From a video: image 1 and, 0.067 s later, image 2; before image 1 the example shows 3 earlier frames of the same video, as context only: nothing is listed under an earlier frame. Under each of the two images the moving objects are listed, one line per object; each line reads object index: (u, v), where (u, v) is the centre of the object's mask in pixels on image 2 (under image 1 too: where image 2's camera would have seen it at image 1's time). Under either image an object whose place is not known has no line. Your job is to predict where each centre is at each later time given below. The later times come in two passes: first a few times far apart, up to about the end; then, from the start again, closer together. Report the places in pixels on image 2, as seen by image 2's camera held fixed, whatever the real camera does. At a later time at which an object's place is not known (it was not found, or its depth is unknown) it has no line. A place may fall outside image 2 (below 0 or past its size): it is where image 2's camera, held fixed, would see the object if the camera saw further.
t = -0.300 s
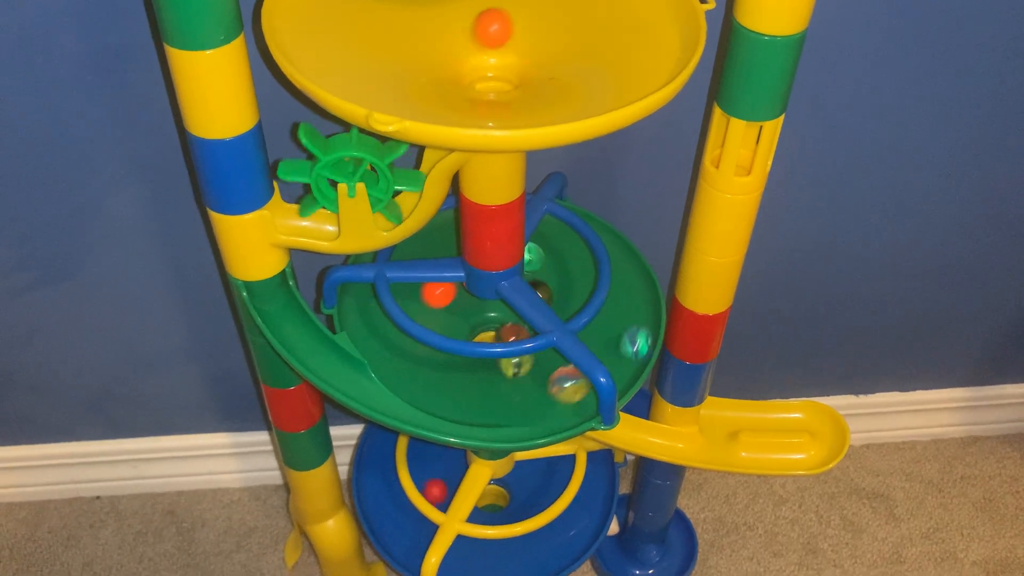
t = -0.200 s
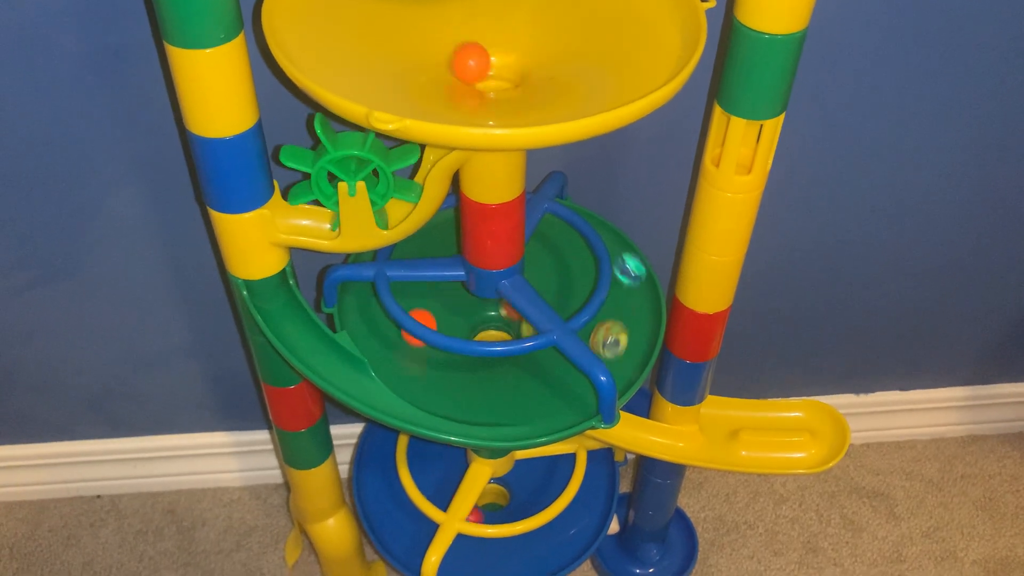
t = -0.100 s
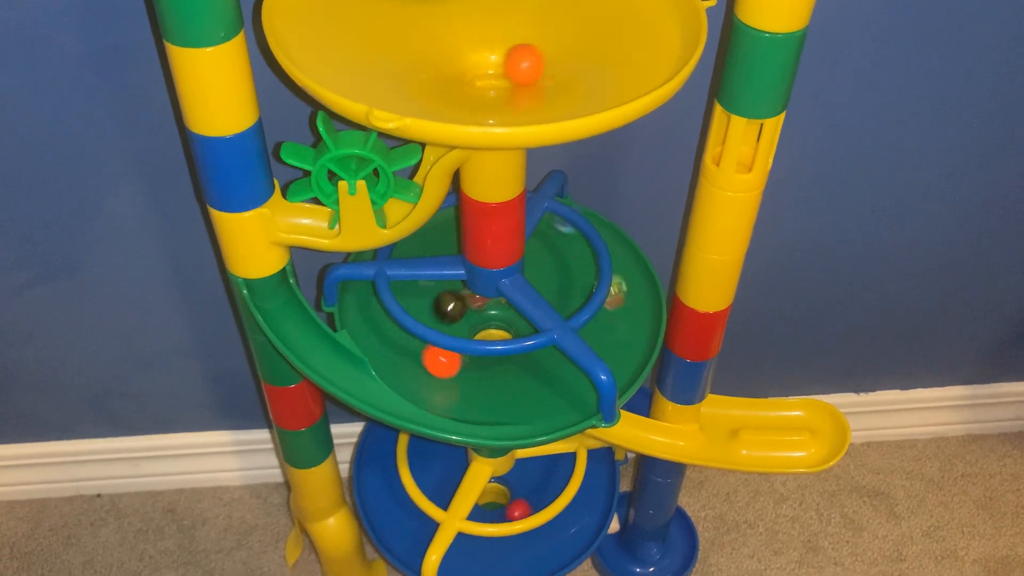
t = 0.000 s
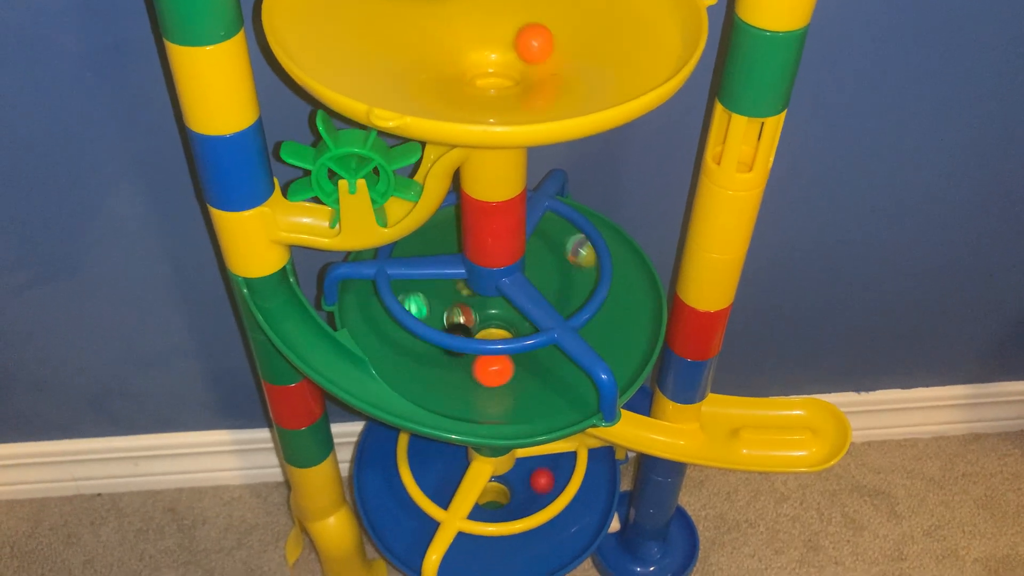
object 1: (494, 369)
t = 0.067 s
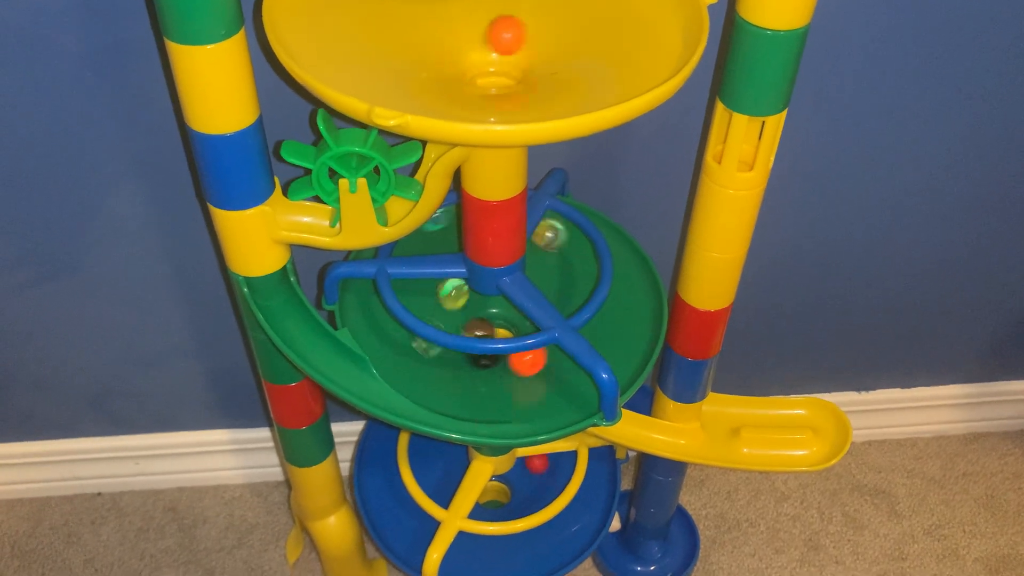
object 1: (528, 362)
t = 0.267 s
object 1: (544, 276)
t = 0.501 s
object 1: (447, 283)
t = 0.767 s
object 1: (462, 379)
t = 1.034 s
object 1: (554, 350)
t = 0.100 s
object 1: (543, 355)
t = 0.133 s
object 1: (551, 349)
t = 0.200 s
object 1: (559, 299)
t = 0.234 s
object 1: (553, 287)
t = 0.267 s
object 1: (544, 276)
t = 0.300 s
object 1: (536, 266)
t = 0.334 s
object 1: (530, 259)
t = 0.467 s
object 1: (455, 250)
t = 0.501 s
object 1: (447, 283)
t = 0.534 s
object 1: (439, 290)
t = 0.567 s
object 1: (436, 300)
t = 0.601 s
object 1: (433, 312)
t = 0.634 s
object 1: (435, 321)
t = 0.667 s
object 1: (430, 353)
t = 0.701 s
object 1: (439, 362)
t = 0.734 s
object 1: (449, 371)
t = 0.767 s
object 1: (462, 379)
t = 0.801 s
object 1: (477, 384)
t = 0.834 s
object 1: (492, 386)
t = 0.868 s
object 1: (508, 385)
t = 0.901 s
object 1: (522, 380)
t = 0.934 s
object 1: (535, 373)
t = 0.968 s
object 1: (546, 364)
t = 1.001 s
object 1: (552, 357)
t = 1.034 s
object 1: (554, 350)
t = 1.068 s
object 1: (563, 309)
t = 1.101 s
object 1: (558, 299)
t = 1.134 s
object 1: (546, 286)
